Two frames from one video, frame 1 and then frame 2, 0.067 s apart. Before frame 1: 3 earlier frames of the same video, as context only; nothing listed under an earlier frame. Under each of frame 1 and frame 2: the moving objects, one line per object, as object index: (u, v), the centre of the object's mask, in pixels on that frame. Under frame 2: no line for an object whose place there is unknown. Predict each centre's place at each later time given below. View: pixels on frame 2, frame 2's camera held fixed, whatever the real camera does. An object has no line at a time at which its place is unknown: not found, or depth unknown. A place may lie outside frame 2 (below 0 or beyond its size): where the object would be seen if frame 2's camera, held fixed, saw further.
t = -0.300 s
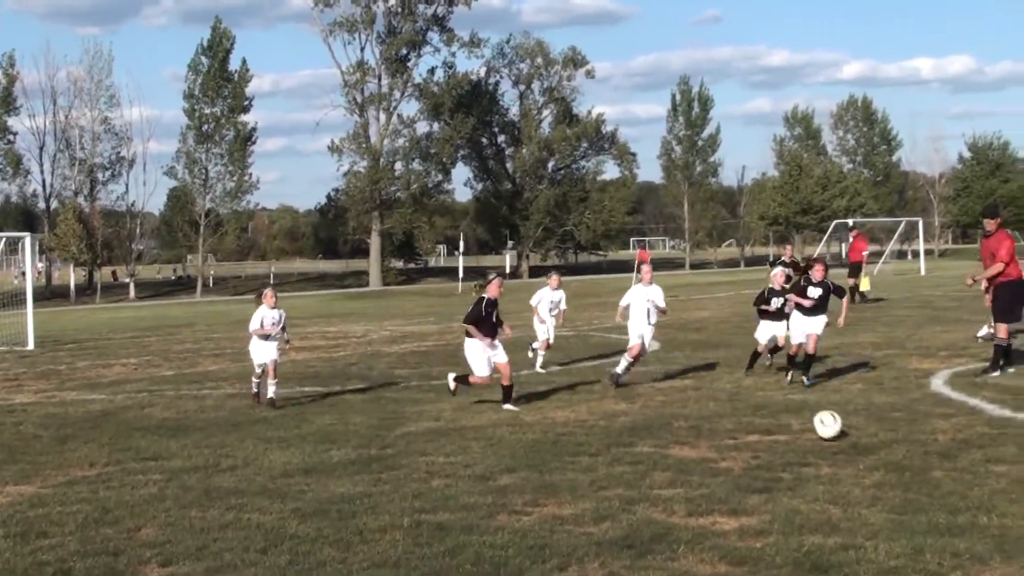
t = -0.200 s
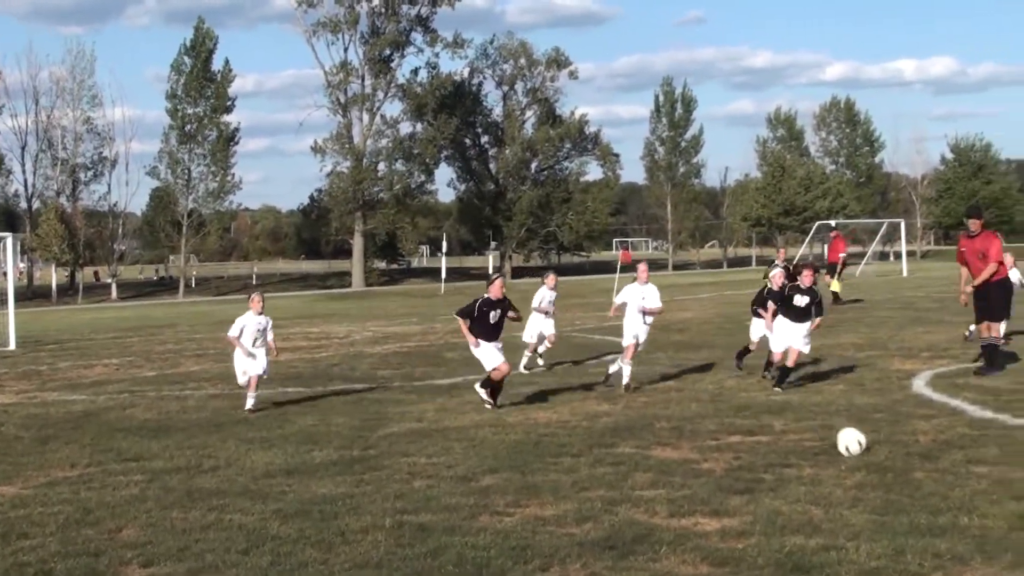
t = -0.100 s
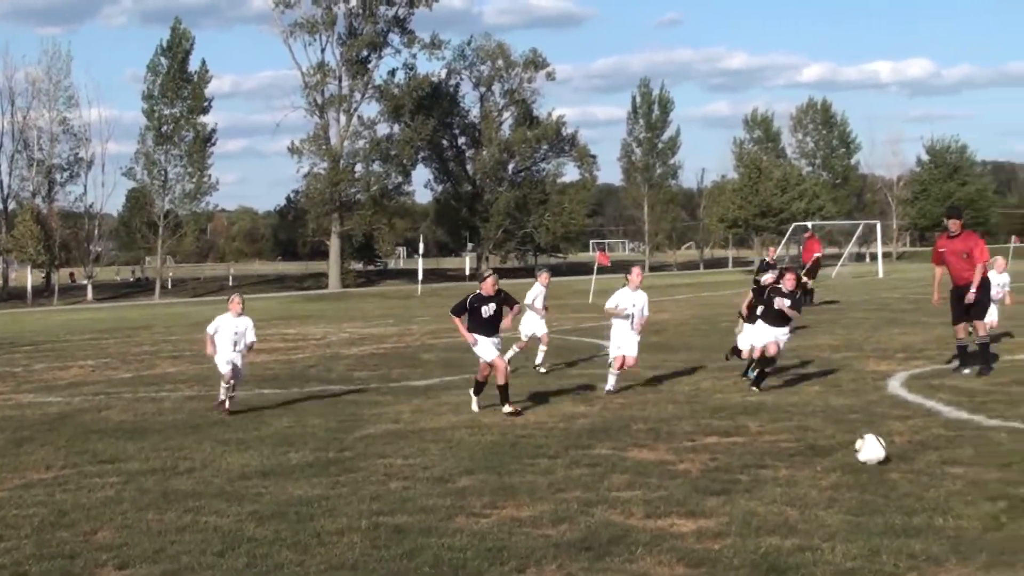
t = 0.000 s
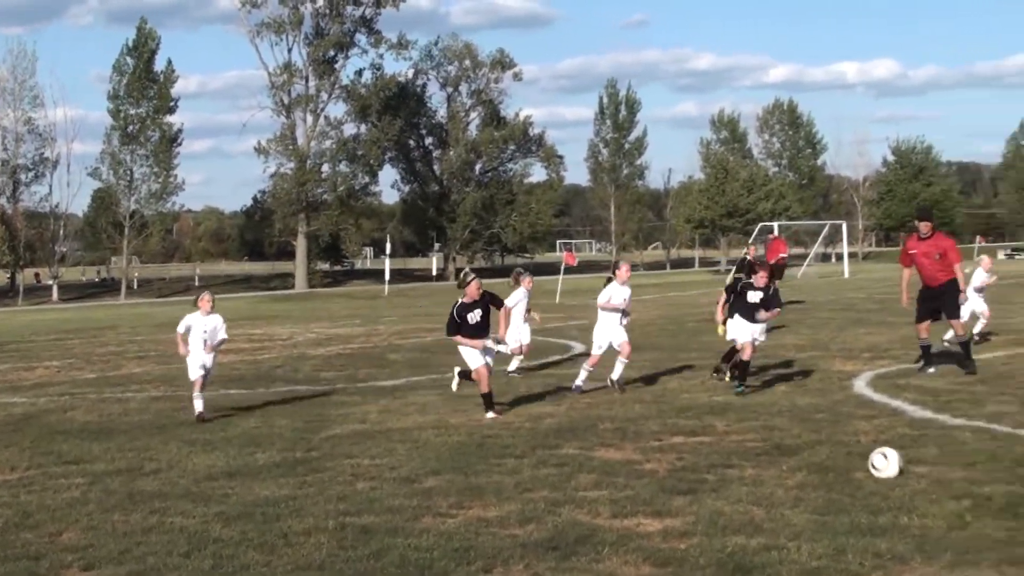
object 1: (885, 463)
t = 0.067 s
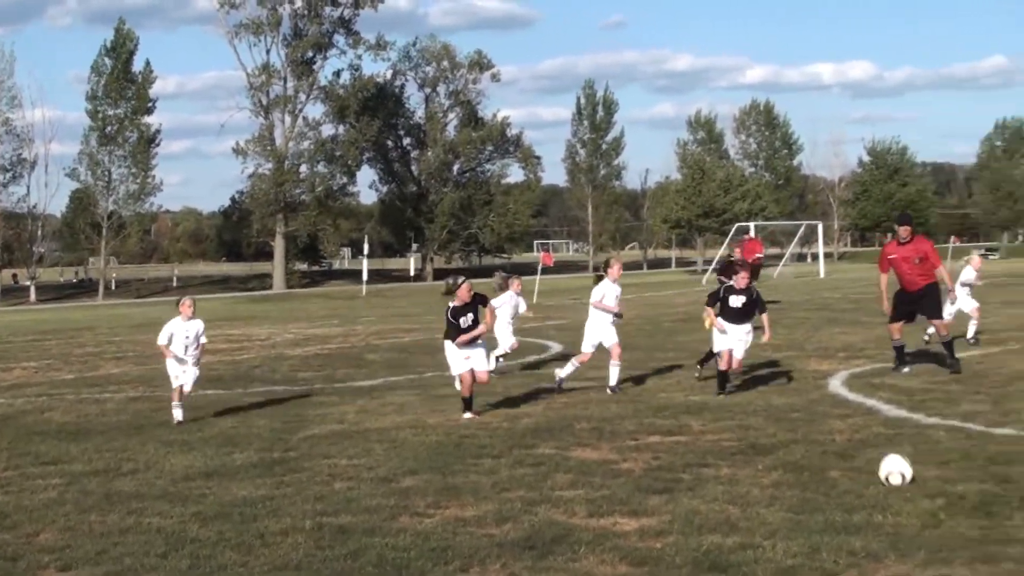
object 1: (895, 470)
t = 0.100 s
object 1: (913, 473)
